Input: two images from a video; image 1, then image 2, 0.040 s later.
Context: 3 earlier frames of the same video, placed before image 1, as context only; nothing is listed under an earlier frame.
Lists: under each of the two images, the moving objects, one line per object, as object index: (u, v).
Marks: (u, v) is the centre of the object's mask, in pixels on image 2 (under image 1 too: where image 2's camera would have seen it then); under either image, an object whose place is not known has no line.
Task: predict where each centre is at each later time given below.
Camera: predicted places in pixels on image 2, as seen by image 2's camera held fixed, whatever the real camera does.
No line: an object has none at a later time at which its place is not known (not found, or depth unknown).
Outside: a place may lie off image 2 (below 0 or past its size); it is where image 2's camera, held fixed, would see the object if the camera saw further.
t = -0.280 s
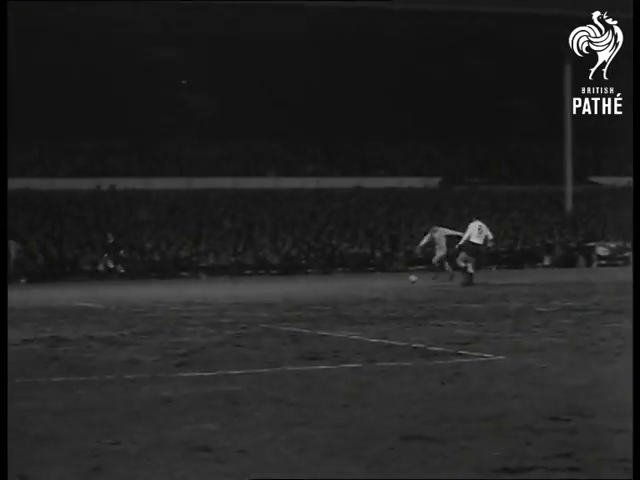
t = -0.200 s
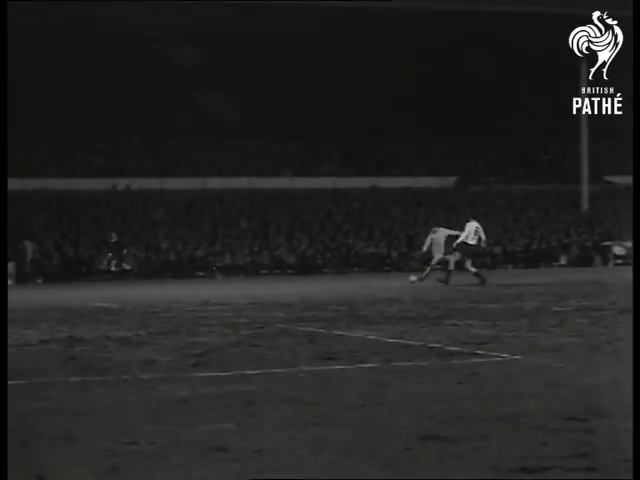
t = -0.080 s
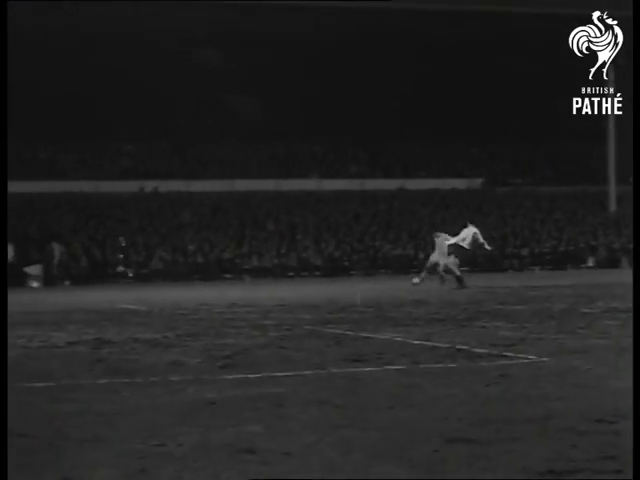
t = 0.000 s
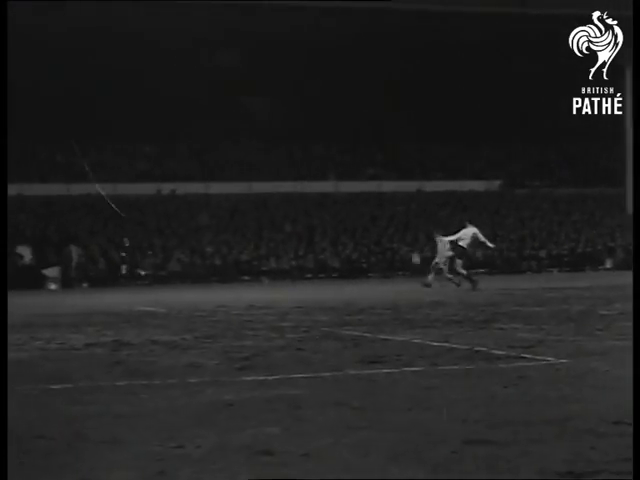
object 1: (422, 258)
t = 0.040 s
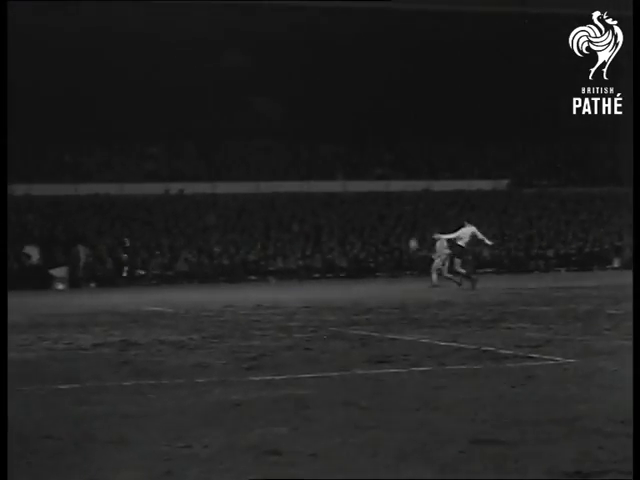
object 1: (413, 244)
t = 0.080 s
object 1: (403, 230)
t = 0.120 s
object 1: (395, 217)
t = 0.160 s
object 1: (385, 204)
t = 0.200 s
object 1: (375, 191)
